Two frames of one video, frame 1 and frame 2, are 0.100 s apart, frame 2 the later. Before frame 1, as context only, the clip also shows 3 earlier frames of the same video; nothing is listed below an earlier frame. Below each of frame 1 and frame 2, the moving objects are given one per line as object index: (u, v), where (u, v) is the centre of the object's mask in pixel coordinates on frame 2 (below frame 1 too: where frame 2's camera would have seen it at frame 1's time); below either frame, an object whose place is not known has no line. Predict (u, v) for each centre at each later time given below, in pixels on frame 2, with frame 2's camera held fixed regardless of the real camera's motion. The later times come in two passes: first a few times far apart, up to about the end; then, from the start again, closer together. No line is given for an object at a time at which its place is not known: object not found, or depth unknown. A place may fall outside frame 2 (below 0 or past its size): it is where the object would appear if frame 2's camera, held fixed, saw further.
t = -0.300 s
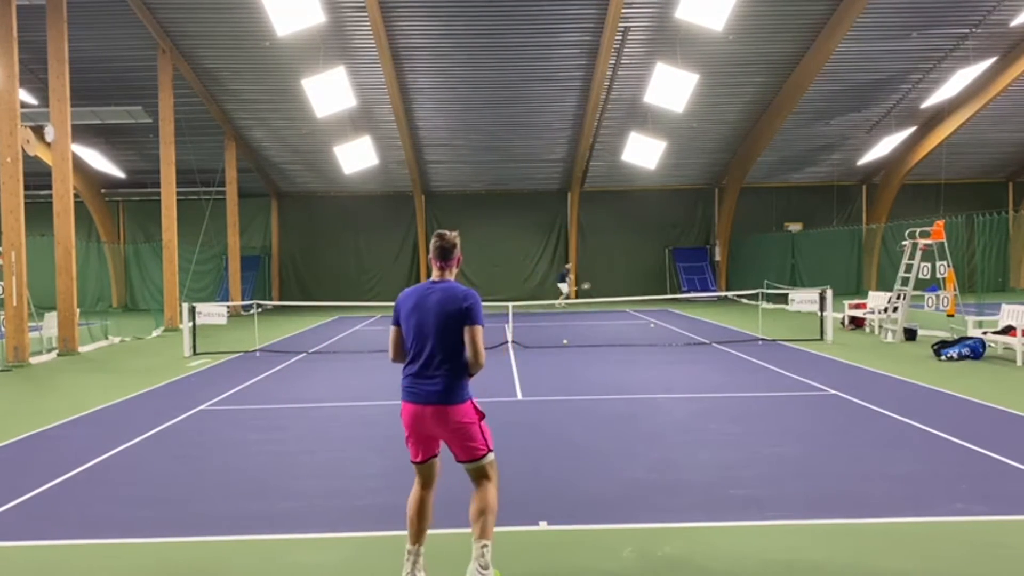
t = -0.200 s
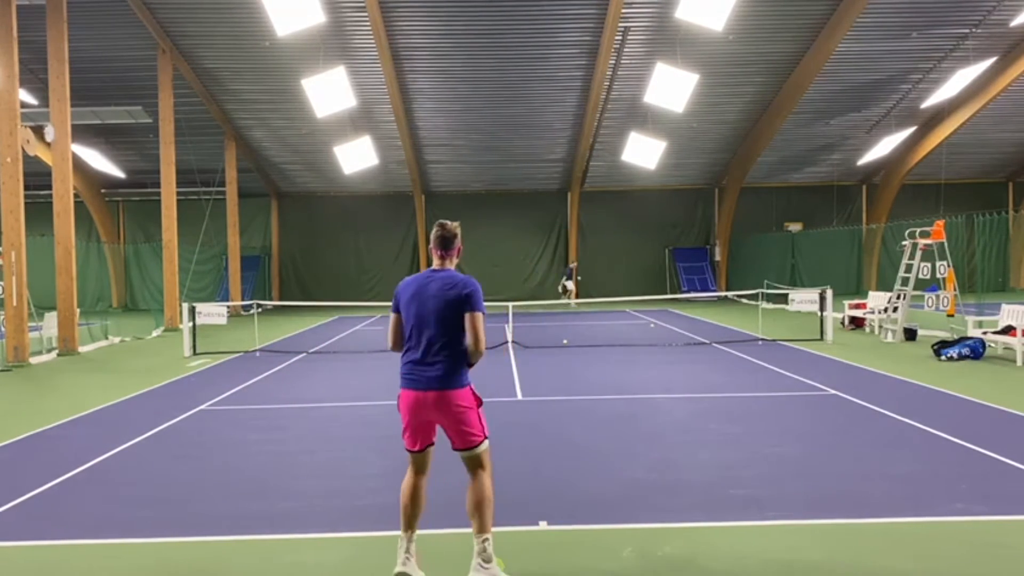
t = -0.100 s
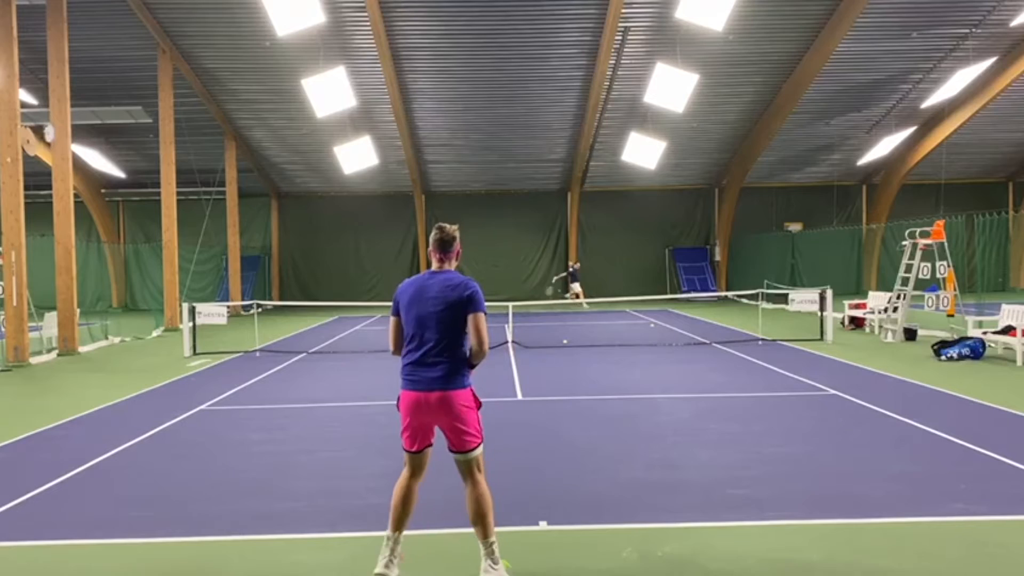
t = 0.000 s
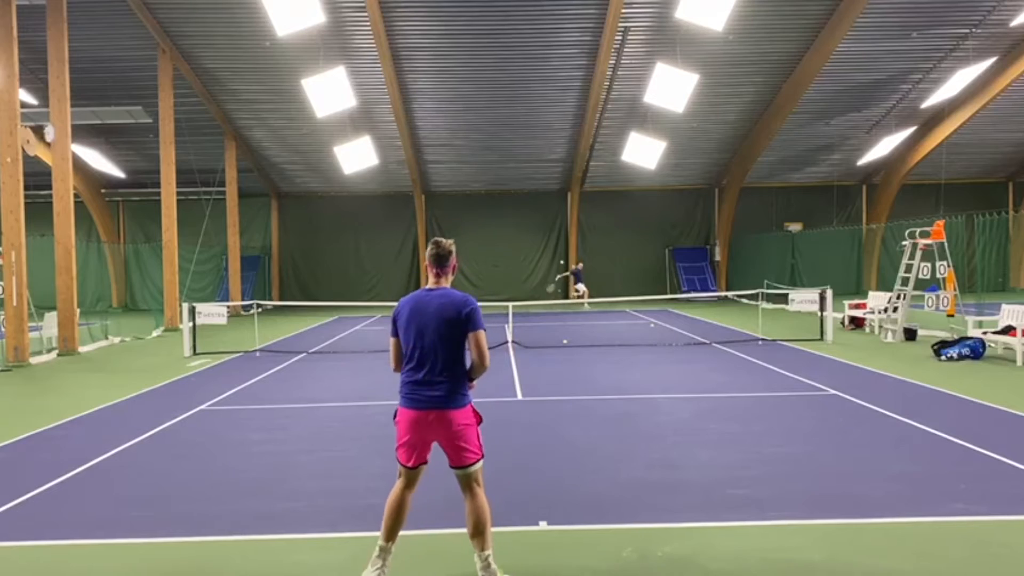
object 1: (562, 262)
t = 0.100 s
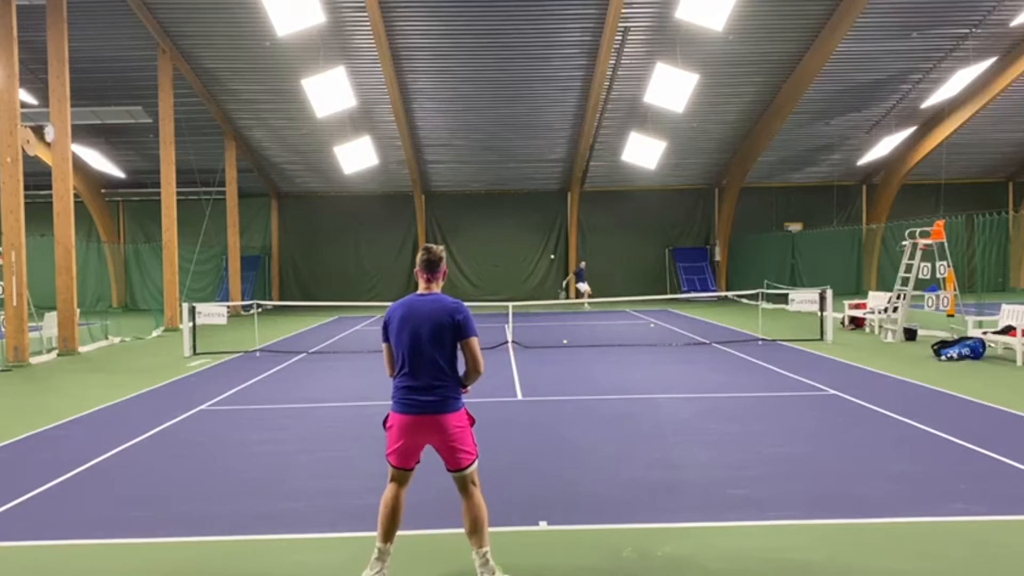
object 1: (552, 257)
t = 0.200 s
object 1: (542, 253)
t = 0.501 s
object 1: (505, 263)
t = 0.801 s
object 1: (454, 321)
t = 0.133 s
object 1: (549, 255)
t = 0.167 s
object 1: (545, 254)
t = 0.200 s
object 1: (542, 253)
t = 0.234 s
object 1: (538, 253)
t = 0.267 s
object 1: (534, 253)
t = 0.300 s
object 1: (531, 253)
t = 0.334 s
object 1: (527, 253)
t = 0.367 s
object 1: (523, 254)
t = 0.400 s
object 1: (518, 255)
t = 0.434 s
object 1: (514, 257)
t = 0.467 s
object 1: (509, 260)
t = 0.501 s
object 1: (505, 263)
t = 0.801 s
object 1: (454, 321)
